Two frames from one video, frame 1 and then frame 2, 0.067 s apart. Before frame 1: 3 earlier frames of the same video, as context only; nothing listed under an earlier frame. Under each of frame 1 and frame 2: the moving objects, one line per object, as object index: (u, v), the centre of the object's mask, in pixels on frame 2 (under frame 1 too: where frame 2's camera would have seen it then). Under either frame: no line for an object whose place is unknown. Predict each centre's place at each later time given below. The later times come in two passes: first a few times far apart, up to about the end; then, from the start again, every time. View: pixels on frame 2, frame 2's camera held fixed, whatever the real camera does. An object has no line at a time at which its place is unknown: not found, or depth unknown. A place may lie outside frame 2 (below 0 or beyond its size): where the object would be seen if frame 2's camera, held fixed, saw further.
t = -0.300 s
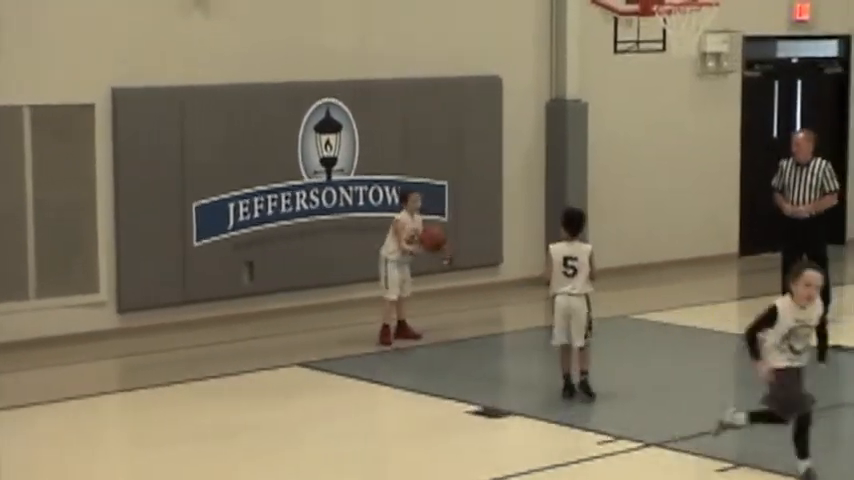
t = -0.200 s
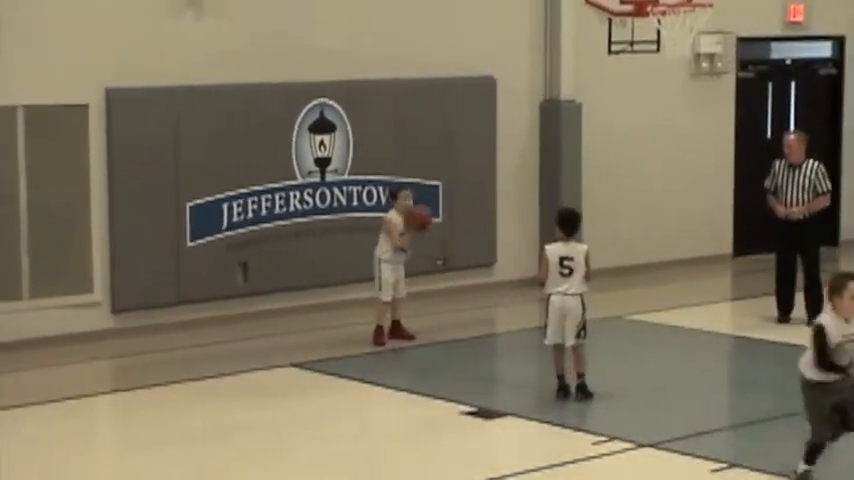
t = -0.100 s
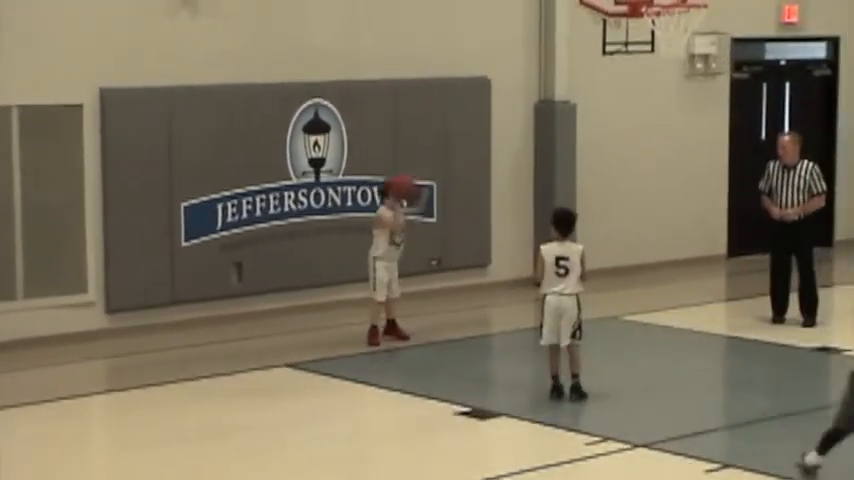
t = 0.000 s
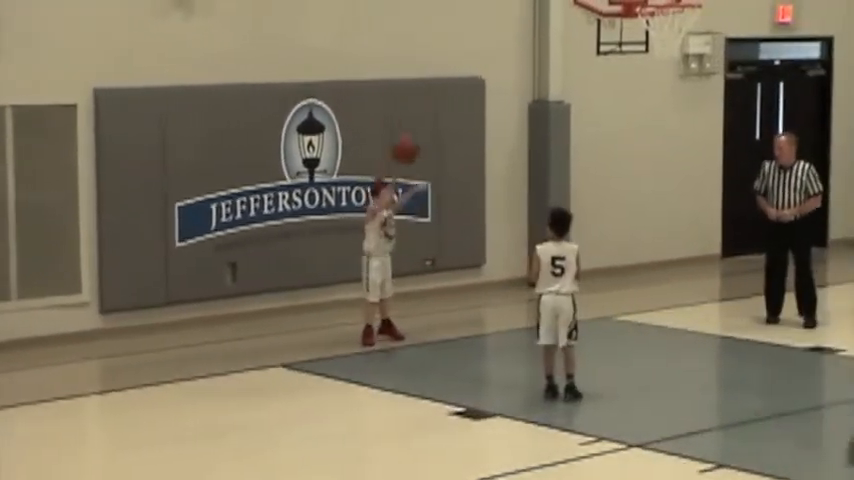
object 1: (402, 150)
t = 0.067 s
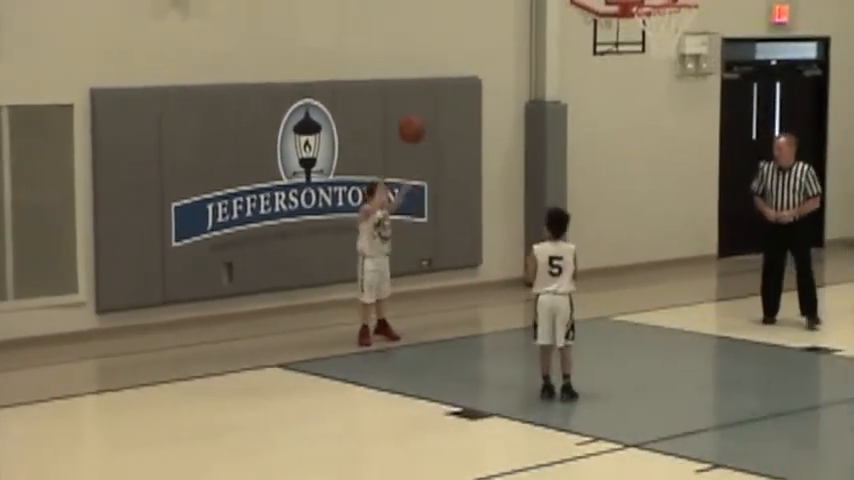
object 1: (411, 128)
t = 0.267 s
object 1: (441, 98)
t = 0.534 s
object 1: (480, 139)
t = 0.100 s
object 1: (415, 122)
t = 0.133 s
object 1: (419, 113)
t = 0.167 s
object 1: (425, 107)
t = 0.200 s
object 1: (430, 103)
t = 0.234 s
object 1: (435, 100)
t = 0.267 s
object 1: (441, 98)
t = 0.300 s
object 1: (444, 98)
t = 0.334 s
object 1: (450, 99)
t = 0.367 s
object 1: (455, 101)
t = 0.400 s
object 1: (459, 106)
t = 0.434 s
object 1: (466, 112)
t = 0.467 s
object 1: (470, 120)
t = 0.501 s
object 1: (475, 130)
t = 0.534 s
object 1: (480, 139)
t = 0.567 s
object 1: (485, 150)
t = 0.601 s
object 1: (492, 165)
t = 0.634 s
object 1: (496, 180)
